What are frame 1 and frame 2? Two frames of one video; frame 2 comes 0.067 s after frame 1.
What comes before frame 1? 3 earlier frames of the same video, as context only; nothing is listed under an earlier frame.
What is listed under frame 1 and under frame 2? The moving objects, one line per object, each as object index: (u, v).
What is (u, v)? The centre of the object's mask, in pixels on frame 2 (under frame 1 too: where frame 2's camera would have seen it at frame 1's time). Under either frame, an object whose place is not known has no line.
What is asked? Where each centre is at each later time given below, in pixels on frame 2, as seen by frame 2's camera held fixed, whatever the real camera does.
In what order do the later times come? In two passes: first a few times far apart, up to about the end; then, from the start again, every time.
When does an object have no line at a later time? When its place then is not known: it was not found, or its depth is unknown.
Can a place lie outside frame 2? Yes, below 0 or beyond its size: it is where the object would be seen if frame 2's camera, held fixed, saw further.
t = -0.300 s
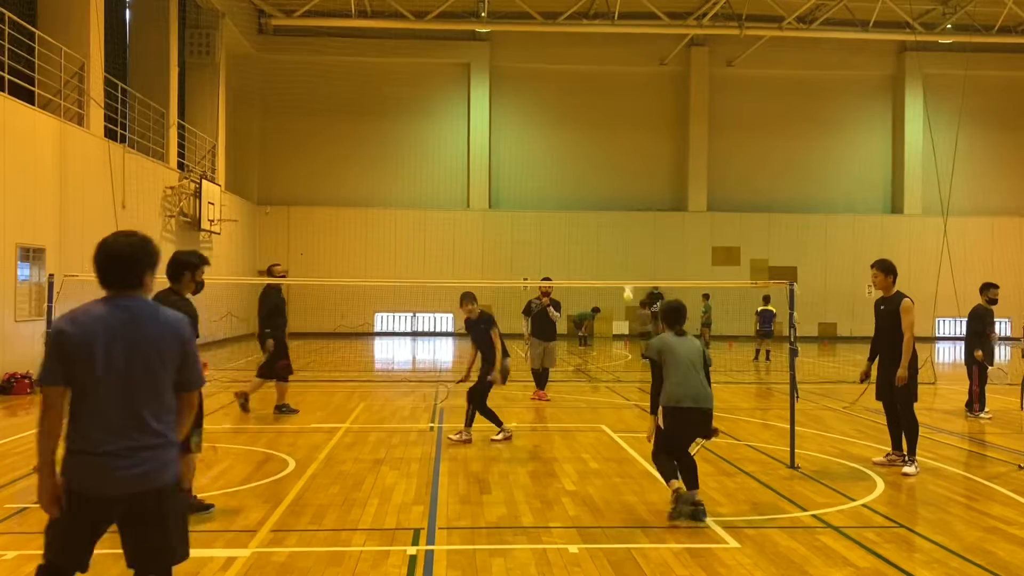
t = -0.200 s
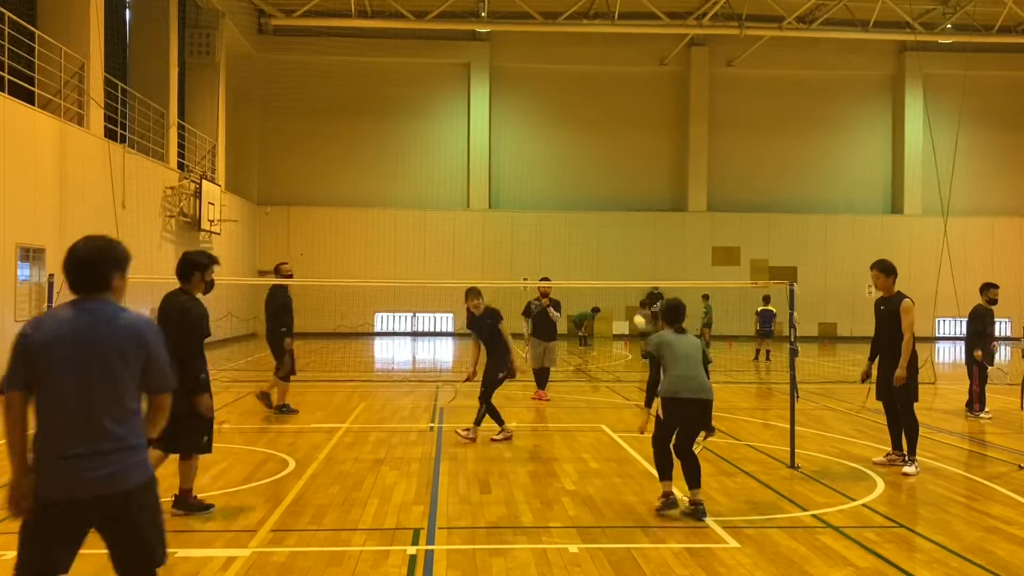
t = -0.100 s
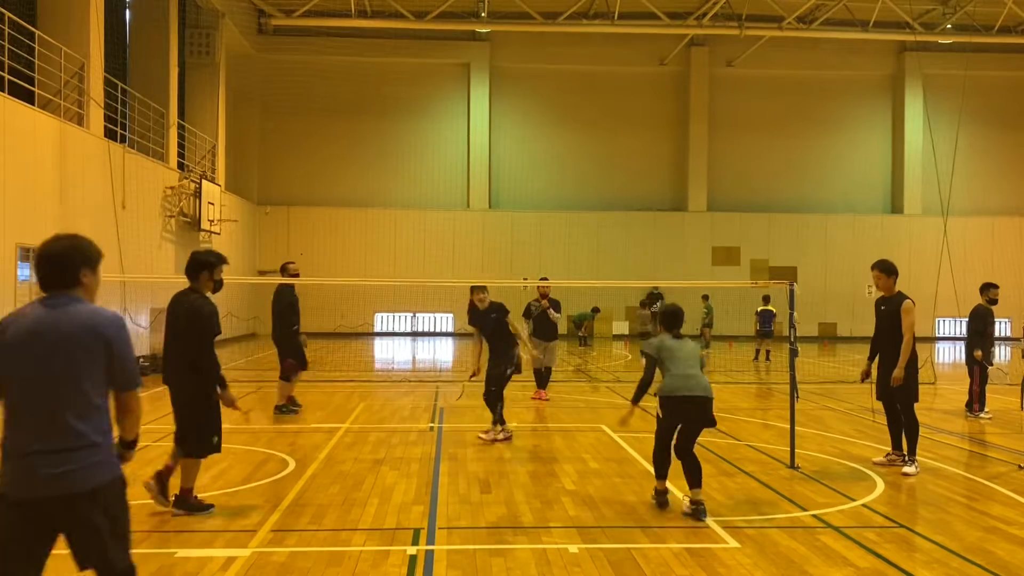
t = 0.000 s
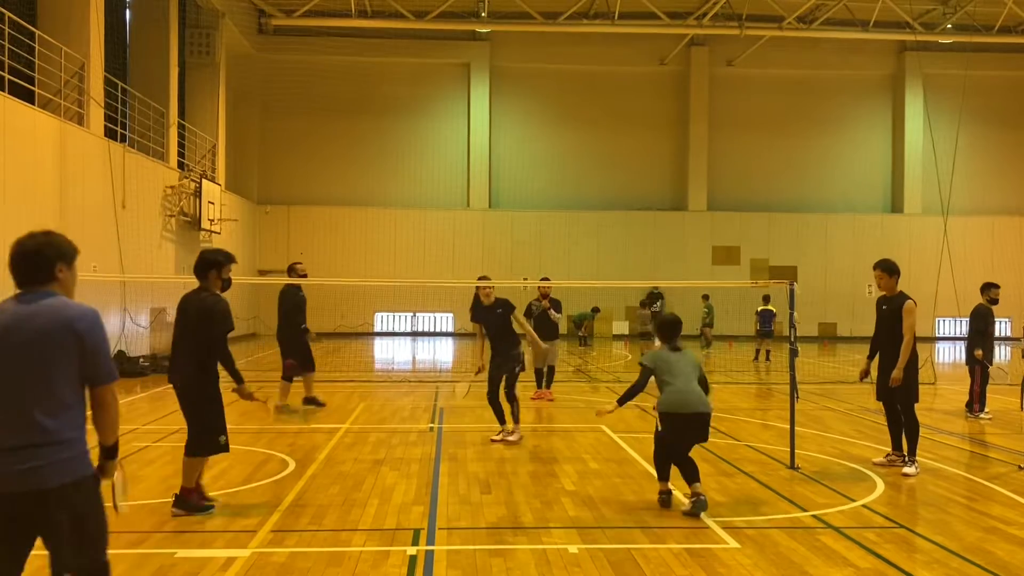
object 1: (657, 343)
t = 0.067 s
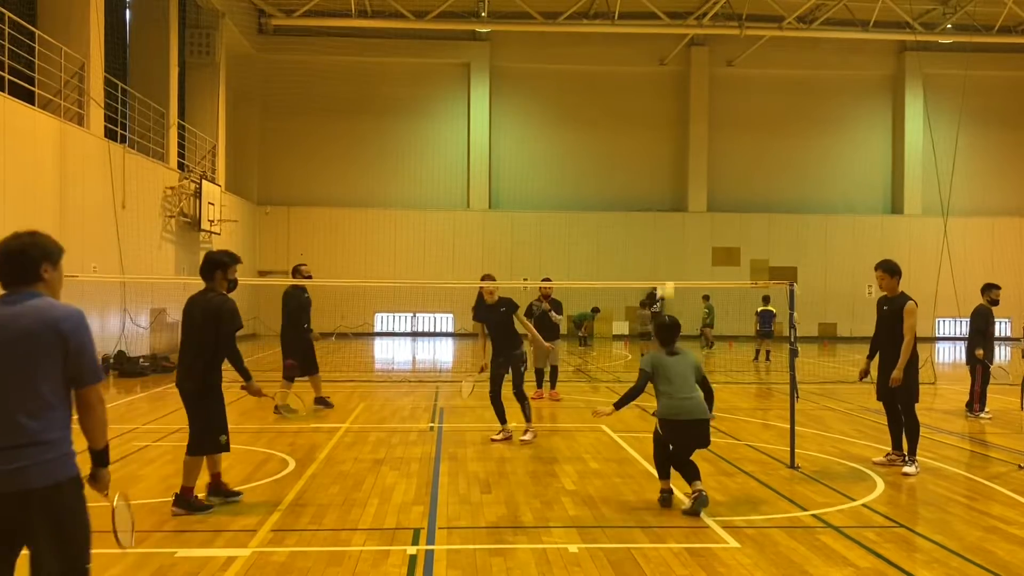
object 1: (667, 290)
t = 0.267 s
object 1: (687, 188)
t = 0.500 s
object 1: (705, 151)
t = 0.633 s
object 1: (713, 170)
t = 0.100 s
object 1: (670, 269)
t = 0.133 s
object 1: (674, 250)
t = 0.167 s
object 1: (677, 229)
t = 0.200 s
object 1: (680, 217)
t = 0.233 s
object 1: (681, 201)
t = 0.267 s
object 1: (687, 188)
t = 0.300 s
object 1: (689, 175)
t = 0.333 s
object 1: (691, 169)
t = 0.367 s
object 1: (694, 163)
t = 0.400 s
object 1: (697, 155)
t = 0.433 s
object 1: (698, 151)
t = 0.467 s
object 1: (702, 152)
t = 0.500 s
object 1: (705, 151)
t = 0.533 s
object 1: (707, 152)
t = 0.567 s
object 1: (709, 155)
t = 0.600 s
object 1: (711, 163)
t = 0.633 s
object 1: (713, 170)
